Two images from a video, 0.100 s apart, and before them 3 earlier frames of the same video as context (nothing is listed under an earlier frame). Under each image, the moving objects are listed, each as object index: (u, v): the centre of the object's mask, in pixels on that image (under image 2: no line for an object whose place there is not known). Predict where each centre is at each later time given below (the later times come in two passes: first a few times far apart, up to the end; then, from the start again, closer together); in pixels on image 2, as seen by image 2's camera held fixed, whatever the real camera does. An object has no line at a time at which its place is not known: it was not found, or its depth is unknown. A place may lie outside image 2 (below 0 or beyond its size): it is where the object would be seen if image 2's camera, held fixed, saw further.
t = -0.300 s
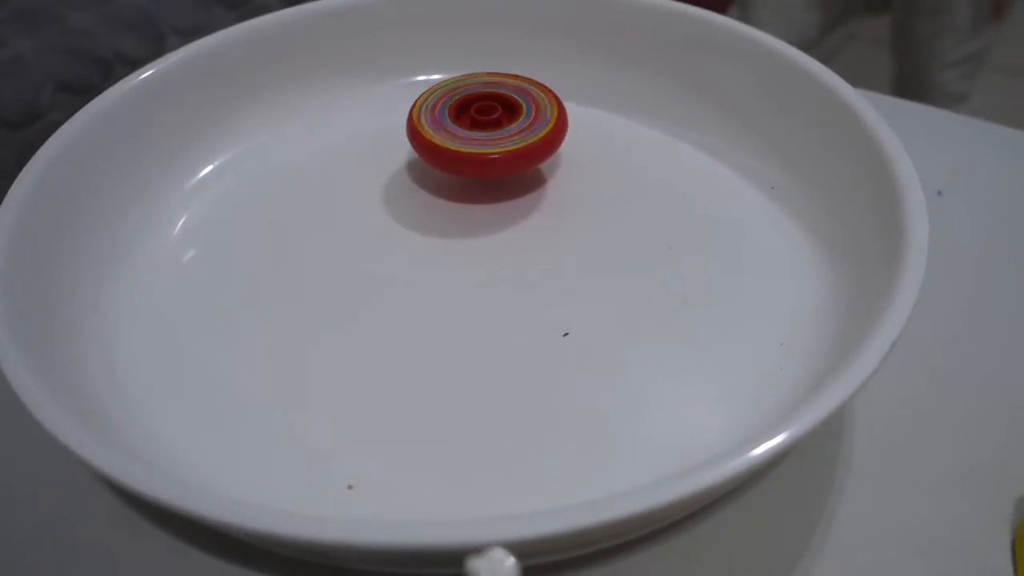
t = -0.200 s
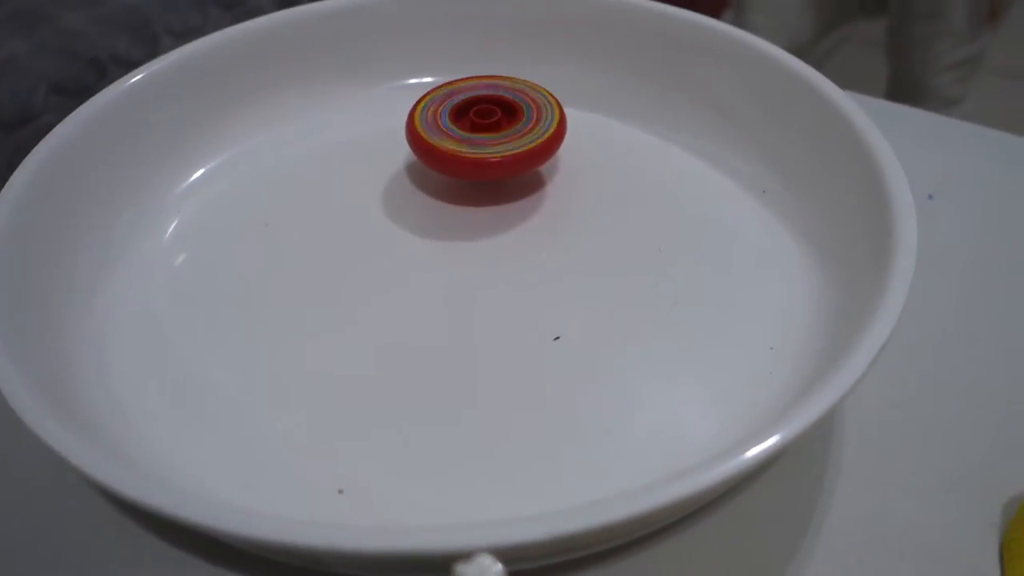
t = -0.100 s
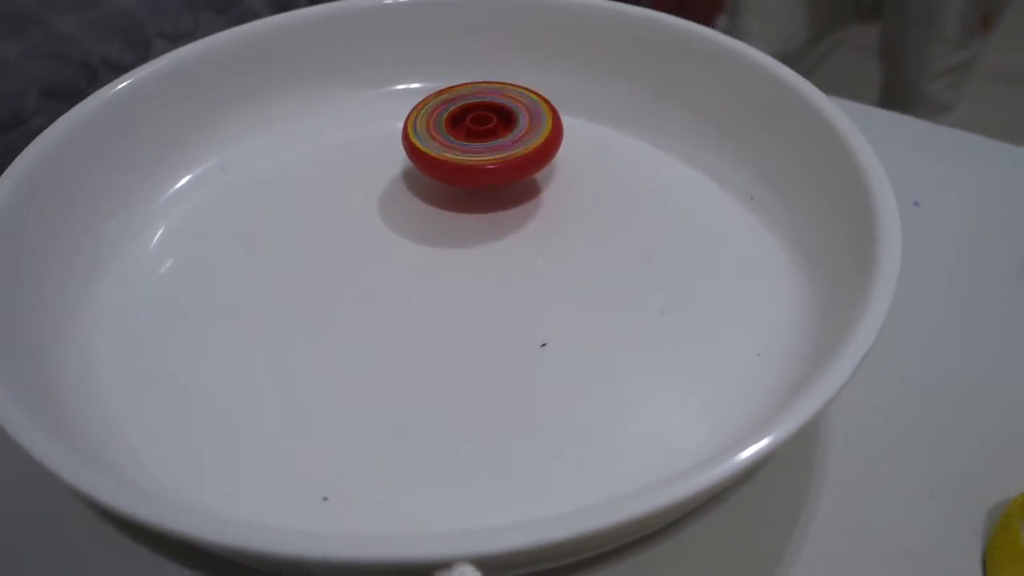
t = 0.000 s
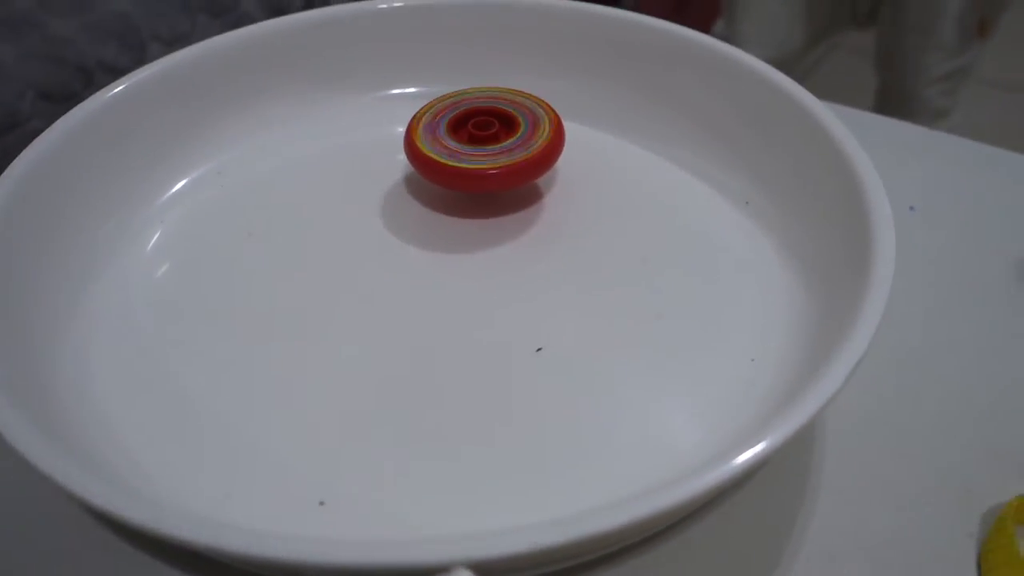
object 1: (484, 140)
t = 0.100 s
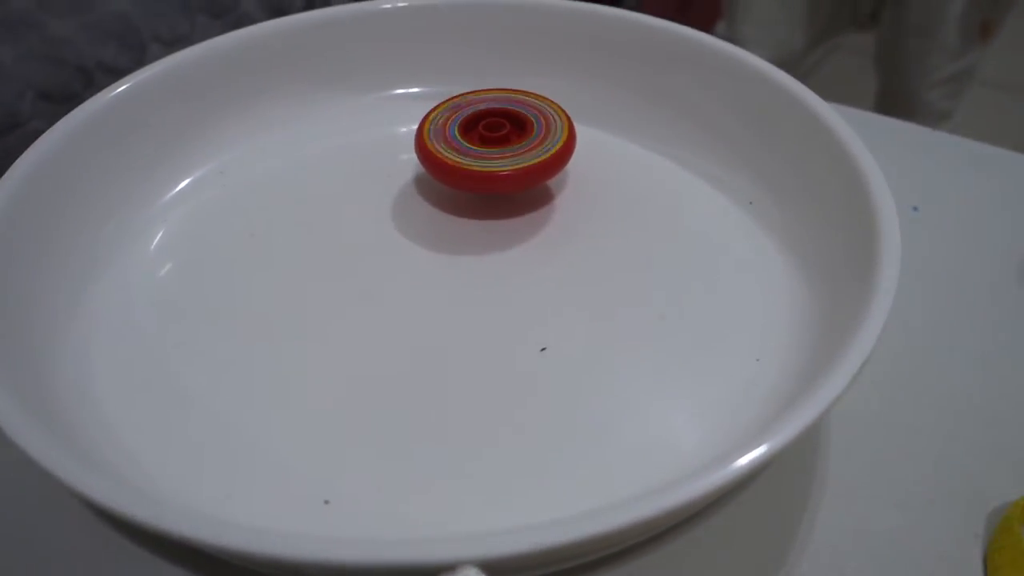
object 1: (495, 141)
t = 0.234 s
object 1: (505, 144)
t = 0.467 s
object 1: (519, 152)
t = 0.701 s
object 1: (530, 164)
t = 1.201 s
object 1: (527, 189)
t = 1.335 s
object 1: (520, 196)
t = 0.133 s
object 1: (498, 142)
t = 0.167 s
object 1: (500, 143)
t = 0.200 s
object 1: (503, 143)
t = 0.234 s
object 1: (505, 144)
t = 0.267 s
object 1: (507, 145)
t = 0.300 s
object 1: (509, 146)
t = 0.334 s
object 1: (510, 147)
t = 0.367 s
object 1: (512, 148)
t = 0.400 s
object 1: (514, 150)
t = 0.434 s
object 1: (517, 151)
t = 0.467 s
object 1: (519, 152)
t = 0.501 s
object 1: (521, 154)
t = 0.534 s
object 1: (522, 155)
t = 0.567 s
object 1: (524, 157)
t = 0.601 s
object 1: (525, 158)
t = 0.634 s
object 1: (527, 160)
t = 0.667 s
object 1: (529, 162)
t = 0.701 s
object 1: (530, 164)
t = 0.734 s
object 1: (531, 165)
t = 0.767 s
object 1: (532, 166)
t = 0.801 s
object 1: (532, 168)
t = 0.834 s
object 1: (532, 170)
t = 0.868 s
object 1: (532, 171)
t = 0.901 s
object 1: (532, 173)
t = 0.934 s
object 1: (532, 175)
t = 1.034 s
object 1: (531, 180)
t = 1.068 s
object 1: (530, 181)
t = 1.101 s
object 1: (530, 183)
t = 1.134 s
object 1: (529, 185)
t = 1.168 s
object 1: (528, 187)
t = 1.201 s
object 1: (527, 189)
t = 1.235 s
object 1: (525, 191)
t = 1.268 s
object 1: (524, 193)
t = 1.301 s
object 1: (522, 194)
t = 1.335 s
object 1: (520, 196)
